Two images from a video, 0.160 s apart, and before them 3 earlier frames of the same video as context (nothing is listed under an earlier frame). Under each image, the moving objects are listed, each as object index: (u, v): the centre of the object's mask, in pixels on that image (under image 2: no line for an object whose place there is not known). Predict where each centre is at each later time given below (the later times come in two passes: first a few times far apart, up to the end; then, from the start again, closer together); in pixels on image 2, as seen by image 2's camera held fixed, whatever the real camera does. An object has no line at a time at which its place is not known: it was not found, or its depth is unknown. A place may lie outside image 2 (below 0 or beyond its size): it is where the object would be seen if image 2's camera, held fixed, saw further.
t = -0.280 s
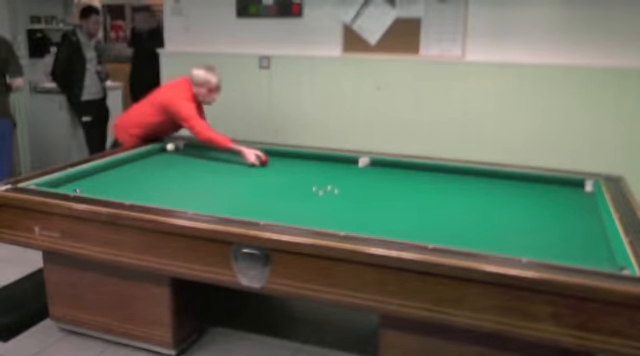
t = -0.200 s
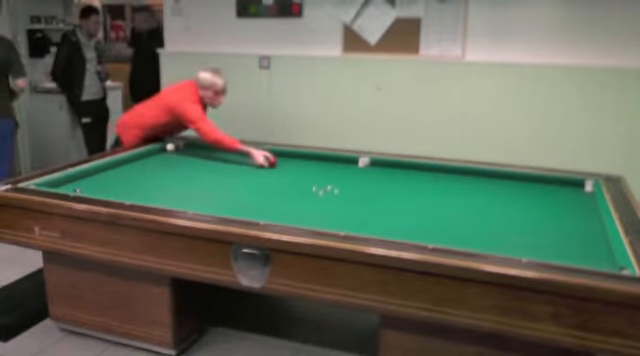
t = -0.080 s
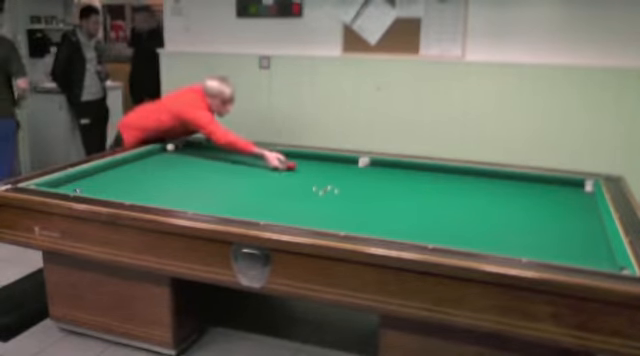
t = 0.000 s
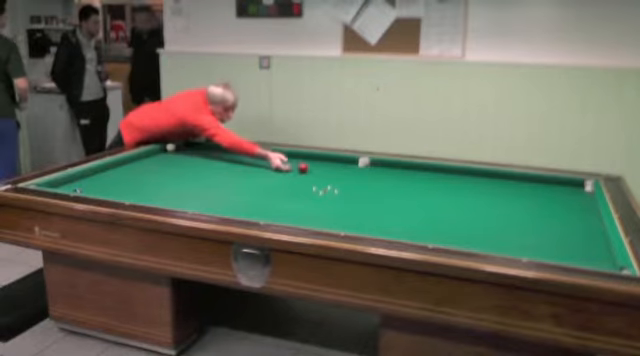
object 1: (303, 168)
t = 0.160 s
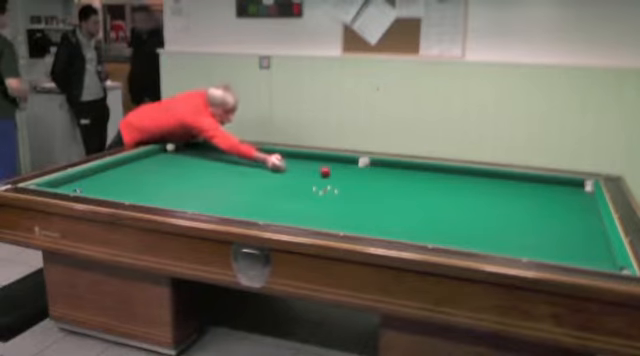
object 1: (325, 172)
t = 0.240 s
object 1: (335, 173)
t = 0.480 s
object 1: (371, 179)
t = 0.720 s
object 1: (408, 185)
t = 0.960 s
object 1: (447, 191)
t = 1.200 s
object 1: (487, 199)
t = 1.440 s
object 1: (529, 206)
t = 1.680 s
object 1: (572, 213)
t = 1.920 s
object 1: (581, 217)
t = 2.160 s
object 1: (555, 215)
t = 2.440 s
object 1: (525, 214)
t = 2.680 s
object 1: (500, 213)
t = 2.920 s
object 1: (475, 211)
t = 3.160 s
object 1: (450, 210)
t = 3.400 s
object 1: (427, 209)
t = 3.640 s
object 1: (403, 208)
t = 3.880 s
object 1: (380, 206)
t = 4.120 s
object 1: (357, 206)
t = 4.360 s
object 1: (335, 205)
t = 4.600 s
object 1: (314, 204)
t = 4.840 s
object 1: (294, 202)
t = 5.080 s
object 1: (274, 201)
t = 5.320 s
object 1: (256, 200)
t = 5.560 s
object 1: (238, 199)
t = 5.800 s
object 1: (221, 198)
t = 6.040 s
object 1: (205, 196)
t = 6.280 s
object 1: (189, 195)
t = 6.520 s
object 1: (175, 195)
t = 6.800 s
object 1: (159, 193)
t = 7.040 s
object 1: (146, 192)
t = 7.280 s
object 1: (134, 192)
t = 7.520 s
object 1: (123, 191)
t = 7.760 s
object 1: (112, 190)
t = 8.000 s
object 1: (103, 189)
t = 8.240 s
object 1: (93, 188)
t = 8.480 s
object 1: (85, 187)
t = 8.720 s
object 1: (77, 186)
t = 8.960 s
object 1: (70, 185)
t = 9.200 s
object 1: (62, 184)
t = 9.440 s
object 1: (55, 183)
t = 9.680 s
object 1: (54, 183)
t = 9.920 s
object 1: (56, 184)
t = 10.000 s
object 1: (57, 184)
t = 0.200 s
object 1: (330, 172)
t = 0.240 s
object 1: (335, 173)
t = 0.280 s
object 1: (341, 175)
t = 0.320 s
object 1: (348, 175)
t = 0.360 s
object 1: (353, 176)
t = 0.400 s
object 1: (359, 177)
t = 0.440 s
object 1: (365, 178)
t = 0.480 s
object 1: (371, 179)
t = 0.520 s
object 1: (377, 180)
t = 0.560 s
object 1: (383, 181)
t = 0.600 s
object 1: (389, 182)
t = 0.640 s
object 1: (396, 183)
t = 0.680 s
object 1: (402, 184)
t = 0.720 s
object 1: (408, 185)
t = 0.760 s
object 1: (414, 186)
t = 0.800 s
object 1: (421, 187)
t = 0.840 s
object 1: (427, 188)
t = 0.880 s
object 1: (434, 189)
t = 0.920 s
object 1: (440, 191)
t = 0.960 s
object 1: (447, 191)
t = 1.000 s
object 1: (453, 192)
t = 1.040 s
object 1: (460, 194)
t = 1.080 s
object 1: (467, 195)
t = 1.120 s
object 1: (474, 196)
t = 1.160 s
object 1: (481, 198)
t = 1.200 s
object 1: (487, 199)
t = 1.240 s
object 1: (494, 200)
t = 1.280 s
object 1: (501, 201)
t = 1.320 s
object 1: (508, 202)
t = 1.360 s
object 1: (515, 203)
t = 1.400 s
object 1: (522, 205)
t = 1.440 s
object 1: (529, 206)
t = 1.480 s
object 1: (536, 207)
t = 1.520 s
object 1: (543, 208)
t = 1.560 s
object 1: (550, 209)
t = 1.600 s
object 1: (557, 211)
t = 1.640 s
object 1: (564, 212)
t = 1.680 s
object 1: (572, 213)
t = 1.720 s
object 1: (579, 215)
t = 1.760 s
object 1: (587, 216)
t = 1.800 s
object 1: (594, 218)
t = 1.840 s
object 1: (590, 217)
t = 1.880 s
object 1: (585, 217)
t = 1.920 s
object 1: (581, 217)
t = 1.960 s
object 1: (576, 216)
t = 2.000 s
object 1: (572, 216)
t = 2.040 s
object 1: (568, 216)
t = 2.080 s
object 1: (563, 216)
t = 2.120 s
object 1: (559, 215)
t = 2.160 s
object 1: (555, 215)
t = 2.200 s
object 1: (551, 215)
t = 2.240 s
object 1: (546, 214)
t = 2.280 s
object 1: (542, 215)
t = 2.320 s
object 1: (538, 215)
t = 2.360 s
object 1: (533, 214)
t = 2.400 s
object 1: (529, 214)
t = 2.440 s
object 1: (525, 214)
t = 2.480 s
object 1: (521, 214)
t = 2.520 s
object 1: (517, 213)
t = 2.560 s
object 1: (512, 213)
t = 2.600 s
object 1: (508, 213)
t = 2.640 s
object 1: (504, 213)
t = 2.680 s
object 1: (500, 213)
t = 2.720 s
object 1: (496, 212)
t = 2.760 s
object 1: (492, 212)
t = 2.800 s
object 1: (488, 211)
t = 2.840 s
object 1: (483, 211)
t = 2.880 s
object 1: (479, 211)
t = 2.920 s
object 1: (475, 211)
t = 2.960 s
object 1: (471, 211)
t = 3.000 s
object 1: (467, 211)
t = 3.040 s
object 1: (463, 210)
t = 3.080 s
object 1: (459, 211)
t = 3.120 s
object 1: (454, 210)
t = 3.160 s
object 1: (450, 210)
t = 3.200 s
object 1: (446, 210)
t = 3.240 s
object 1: (442, 210)
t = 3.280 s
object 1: (438, 209)
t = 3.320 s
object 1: (434, 209)
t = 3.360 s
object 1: (430, 209)
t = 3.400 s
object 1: (427, 209)
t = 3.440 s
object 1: (422, 208)
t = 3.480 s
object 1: (419, 208)
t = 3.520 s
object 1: (414, 208)
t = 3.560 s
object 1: (411, 208)
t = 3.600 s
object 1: (407, 208)
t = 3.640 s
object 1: (403, 208)
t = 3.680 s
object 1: (399, 207)
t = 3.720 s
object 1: (395, 207)
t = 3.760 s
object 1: (391, 207)
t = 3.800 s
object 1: (387, 207)
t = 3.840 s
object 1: (383, 207)
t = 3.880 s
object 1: (380, 206)
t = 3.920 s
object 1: (376, 206)
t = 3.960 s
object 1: (372, 206)
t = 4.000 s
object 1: (368, 206)
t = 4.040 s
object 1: (365, 206)
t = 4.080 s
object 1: (361, 206)
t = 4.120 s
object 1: (357, 206)
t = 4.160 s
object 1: (354, 205)
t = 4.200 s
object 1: (350, 205)
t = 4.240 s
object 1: (347, 205)
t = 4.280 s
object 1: (343, 205)
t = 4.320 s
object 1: (339, 205)
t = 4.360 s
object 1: (335, 205)
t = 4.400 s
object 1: (332, 205)
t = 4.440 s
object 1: (328, 205)
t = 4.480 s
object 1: (325, 204)
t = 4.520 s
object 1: (321, 204)
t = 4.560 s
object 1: (318, 203)
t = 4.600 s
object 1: (314, 204)
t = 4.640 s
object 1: (311, 203)
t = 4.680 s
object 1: (307, 203)
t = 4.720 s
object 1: (304, 203)
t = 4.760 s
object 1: (301, 202)
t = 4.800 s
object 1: (297, 202)
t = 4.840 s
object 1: (294, 202)
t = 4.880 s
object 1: (291, 202)
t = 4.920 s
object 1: (287, 202)
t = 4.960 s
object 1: (284, 202)
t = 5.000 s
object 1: (281, 201)
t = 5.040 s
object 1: (277, 201)
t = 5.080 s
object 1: (274, 201)
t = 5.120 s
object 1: (271, 201)
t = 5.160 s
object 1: (268, 200)
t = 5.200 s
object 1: (265, 200)
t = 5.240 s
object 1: (262, 200)
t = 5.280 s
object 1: (259, 200)
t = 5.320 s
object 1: (256, 200)
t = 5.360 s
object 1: (252, 200)
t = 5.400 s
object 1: (250, 200)
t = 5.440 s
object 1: (247, 199)
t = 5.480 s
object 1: (244, 199)
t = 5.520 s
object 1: (241, 199)
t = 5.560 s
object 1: (238, 199)
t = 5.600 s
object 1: (235, 199)
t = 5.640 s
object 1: (232, 199)
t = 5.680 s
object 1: (229, 198)
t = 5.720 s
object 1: (226, 198)
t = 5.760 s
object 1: (224, 198)
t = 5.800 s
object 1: (221, 198)
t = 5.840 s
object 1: (218, 198)
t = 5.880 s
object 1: (215, 197)
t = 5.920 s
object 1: (212, 197)
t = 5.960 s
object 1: (210, 197)
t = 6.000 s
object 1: (207, 197)
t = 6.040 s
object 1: (205, 196)
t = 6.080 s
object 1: (202, 196)
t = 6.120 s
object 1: (199, 196)
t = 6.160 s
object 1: (197, 196)
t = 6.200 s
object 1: (194, 196)
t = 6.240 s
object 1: (192, 196)
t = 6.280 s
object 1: (189, 195)
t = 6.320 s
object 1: (187, 195)
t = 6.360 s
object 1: (184, 195)
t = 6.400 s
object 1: (182, 195)
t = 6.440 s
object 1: (179, 195)
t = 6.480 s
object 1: (177, 195)
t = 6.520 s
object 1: (175, 195)
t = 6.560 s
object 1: (172, 195)
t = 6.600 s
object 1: (170, 194)
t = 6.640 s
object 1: (168, 194)
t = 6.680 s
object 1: (166, 194)
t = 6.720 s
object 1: (163, 194)
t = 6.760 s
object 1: (161, 194)
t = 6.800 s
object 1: (159, 193)
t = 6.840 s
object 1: (157, 193)
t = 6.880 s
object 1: (155, 193)
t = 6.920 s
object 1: (152, 193)
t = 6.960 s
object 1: (151, 193)
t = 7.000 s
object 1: (148, 193)
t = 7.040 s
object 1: (146, 192)
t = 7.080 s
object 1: (144, 192)
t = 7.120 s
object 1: (142, 192)
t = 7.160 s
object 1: (140, 192)
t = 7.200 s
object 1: (138, 192)
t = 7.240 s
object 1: (136, 192)
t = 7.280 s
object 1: (134, 192)
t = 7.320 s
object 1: (133, 191)
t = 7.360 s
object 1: (131, 191)
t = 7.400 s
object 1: (129, 191)
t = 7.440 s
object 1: (127, 191)
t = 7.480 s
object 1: (125, 190)
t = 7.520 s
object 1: (123, 191)
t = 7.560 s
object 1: (121, 190)
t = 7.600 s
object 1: (120, 190)
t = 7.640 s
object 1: (118, 190)
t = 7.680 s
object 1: (116, 190)
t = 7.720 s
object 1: (114, 190)
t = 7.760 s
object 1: (112, 190)
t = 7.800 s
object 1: (111, 190)
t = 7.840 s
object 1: (109, 189)
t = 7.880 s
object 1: (108, 189)
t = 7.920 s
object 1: (106, 189)
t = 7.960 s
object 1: (104, 189)
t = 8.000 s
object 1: (103, 189)
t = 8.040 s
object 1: (101, 189)
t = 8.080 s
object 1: (100, 189)
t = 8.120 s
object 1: (98, 188)
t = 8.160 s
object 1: (96, 188)
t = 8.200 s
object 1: (95, 188)
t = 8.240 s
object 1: (93, 188)
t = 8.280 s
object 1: (92, 188)
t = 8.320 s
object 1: (90, 188)
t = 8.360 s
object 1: (89, 188)
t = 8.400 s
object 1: (88, 187)
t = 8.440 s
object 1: (86, 187)
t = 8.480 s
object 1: (85, 187)
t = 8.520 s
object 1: (83, 187)
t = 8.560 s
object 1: (82, 186)
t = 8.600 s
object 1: (81, 187)
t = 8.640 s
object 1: (79, 186)
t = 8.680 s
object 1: (78, 186)
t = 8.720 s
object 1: (77, 186)
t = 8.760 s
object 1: (76, 186)
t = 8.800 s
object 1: (74, 186)
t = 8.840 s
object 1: (73, 186)
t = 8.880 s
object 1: (72, 186)
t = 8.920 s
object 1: (71, 186)
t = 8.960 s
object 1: (70, 185)
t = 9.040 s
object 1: (67, 185)
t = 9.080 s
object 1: (66, 184)
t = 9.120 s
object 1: (64, 185)
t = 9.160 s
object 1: (64, 184)
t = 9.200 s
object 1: (62, 184)
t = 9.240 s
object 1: (61, 184)
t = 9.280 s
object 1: (57, 183)
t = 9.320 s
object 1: (57, 184)
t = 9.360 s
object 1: (57, 183)
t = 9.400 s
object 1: (56, 183)
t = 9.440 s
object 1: (55, 183)
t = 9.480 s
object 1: (54, 183)
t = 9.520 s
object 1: (54, 183)
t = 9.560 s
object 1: (54, 183)
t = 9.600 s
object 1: (54, 183)
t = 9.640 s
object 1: (54, 183)
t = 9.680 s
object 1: (54, 183)
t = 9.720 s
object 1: (54, 183)
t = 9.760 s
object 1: (55, 184)
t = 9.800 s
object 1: (56, 184)
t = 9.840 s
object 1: (56, 184)
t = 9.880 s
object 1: (56, 184)
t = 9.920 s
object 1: (56, 184)
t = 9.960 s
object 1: (56, 184)
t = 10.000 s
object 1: (57, 184)
